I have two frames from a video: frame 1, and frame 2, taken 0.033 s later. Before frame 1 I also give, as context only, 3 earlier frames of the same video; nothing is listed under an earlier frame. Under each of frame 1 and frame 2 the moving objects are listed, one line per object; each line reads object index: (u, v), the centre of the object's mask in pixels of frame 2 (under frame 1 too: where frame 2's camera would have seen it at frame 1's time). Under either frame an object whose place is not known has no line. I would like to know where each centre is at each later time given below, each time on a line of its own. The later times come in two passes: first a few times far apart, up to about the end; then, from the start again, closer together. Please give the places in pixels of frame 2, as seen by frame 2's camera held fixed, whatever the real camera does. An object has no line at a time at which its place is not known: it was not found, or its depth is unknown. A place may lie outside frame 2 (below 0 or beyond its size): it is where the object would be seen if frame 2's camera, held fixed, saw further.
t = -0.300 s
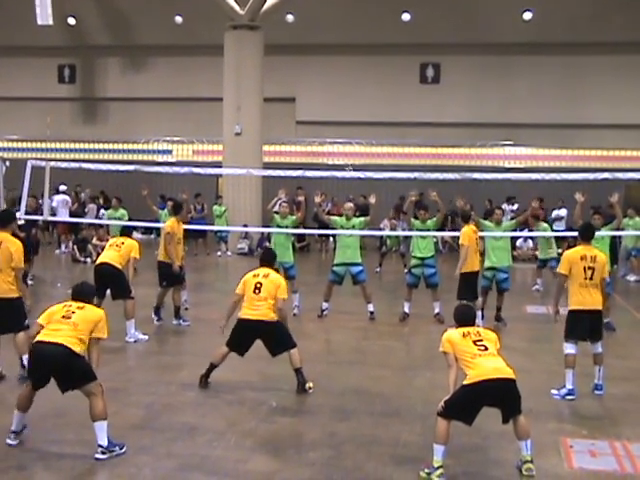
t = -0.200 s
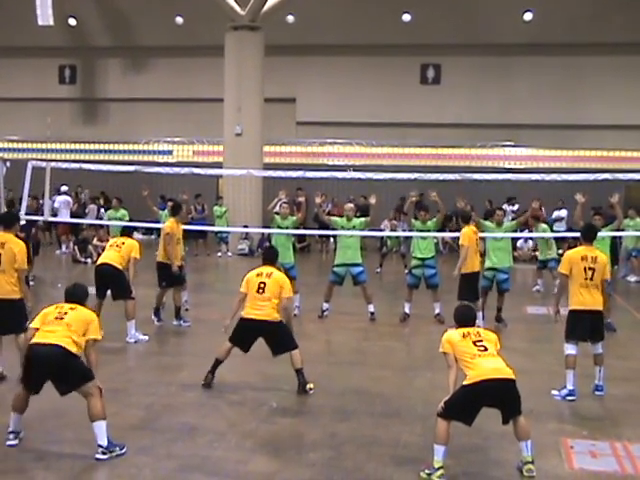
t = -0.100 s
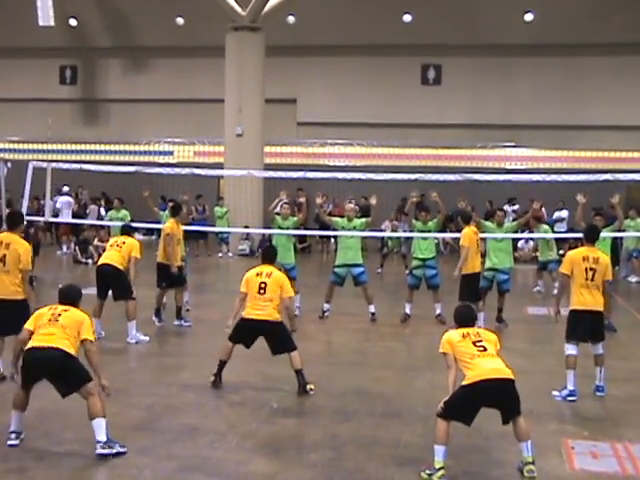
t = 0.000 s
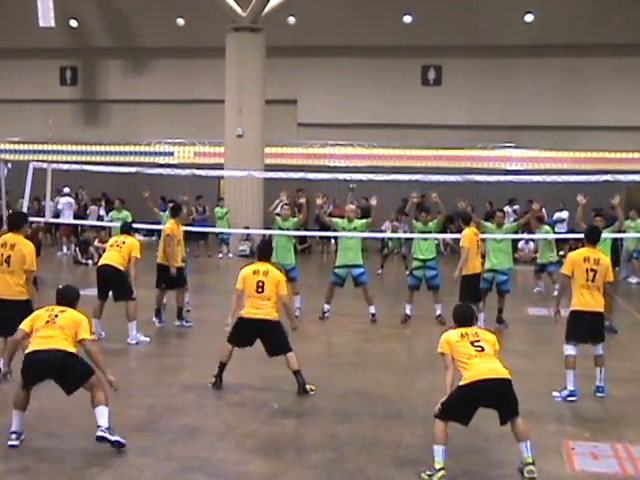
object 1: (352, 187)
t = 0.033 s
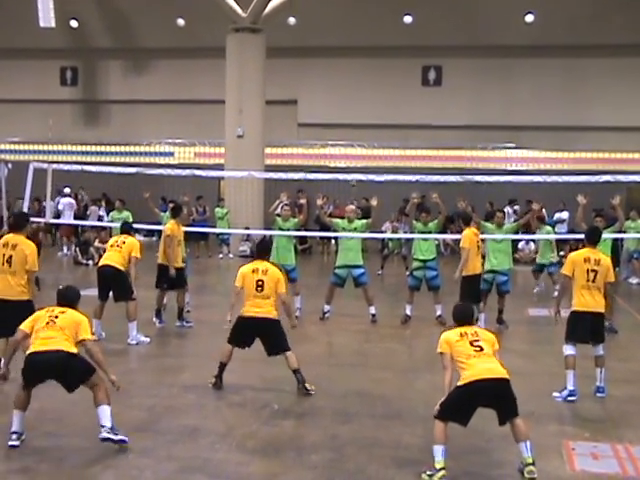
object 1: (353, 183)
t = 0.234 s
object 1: (356, 151)
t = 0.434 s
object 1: (363, 123)
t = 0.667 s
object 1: (378, 108)
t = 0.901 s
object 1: (383, 131)
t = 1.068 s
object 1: (378, 177)
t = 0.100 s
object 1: (353, 170)
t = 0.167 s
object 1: (354, 162)
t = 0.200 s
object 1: (355, 156)
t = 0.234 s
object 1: (356, 151)
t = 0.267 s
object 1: (356, 145)
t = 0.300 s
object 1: (357, 141)
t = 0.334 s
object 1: (359, 136)
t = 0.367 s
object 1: (360, 131)
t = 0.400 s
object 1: (362, 127)
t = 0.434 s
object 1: (363, 123)
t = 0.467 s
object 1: (366, 120)
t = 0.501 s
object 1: (368, 116)
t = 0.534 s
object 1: (370, 113)
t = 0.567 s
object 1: (372, 110)
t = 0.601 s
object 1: (374, 109)
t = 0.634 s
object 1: (376, 109)
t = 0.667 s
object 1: (378, 108)
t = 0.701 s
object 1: (379, 109)
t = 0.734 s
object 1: (381, 110)
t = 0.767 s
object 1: (382, 113)
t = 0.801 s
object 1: (383, 116)
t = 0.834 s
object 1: (383, 120)
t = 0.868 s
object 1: (384, 125)
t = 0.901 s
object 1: (383, 131)
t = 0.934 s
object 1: (383, 138)
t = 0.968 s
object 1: (383, 147)
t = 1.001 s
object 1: (382, 155)
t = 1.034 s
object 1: (380, 165)
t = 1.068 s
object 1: (378, 177)
